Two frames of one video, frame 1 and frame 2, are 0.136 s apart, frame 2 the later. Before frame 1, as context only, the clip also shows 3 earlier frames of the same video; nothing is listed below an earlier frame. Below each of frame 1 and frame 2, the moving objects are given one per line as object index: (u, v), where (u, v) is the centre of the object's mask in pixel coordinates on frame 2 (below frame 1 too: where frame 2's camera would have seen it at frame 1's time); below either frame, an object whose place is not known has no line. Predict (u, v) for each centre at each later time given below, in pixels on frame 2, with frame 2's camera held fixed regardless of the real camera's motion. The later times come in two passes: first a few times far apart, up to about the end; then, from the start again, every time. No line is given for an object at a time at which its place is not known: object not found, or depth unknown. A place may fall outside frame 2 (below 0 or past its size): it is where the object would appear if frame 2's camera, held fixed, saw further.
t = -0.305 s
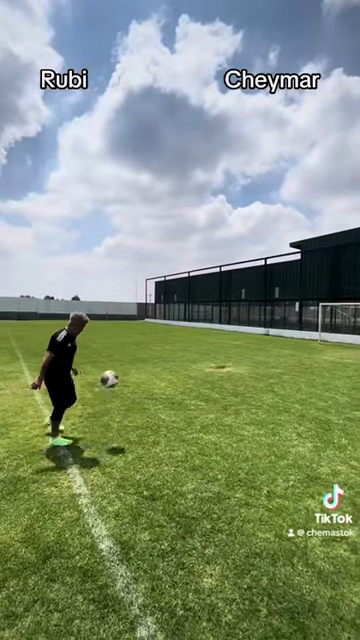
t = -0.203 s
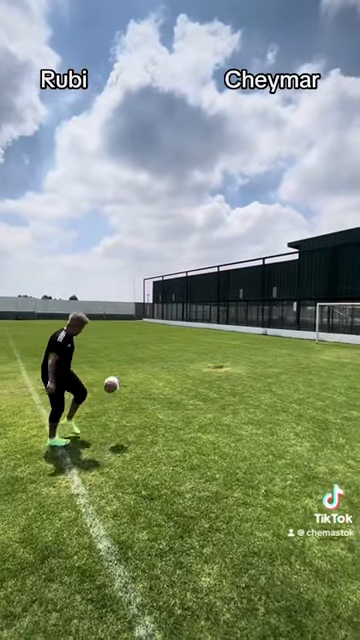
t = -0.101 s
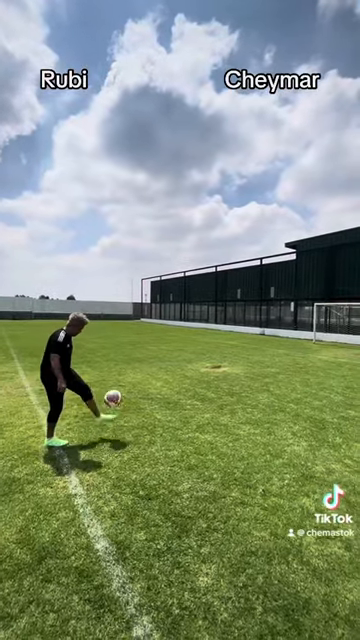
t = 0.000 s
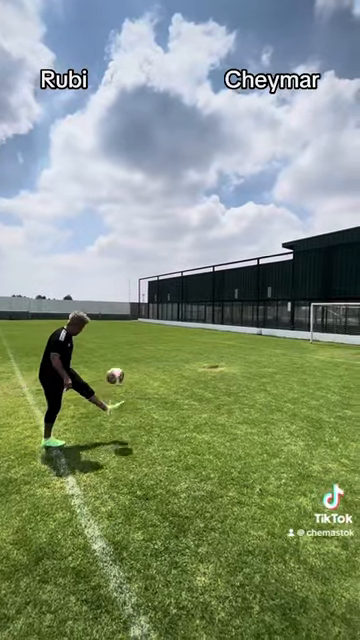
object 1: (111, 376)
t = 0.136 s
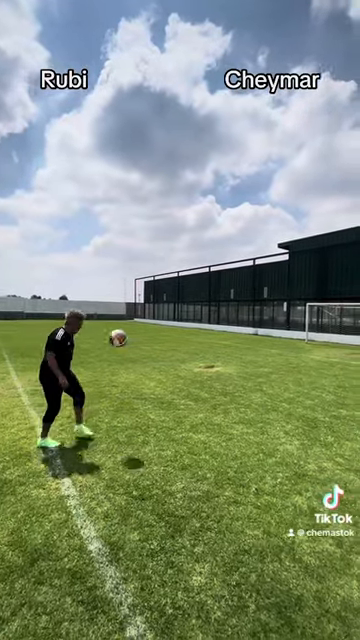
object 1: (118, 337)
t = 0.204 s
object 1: (121, 324)
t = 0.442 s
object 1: (132, 300)
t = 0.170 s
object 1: (119, 330)
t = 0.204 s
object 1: (121, 324)
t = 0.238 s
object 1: (122, 318)
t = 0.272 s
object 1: (124, 312)
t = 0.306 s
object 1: (126, 310)
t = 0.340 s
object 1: (129, 308)
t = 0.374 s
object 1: (129, 303)
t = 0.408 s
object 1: (130, 303)
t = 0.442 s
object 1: (132, 300)
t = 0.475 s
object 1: (133, 300)
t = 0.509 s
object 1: (134, 302)
